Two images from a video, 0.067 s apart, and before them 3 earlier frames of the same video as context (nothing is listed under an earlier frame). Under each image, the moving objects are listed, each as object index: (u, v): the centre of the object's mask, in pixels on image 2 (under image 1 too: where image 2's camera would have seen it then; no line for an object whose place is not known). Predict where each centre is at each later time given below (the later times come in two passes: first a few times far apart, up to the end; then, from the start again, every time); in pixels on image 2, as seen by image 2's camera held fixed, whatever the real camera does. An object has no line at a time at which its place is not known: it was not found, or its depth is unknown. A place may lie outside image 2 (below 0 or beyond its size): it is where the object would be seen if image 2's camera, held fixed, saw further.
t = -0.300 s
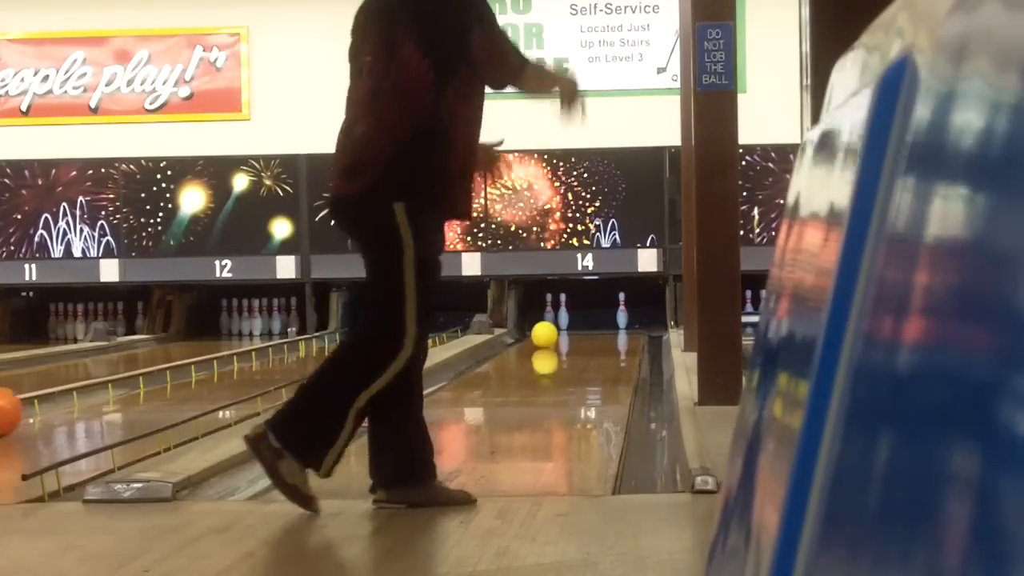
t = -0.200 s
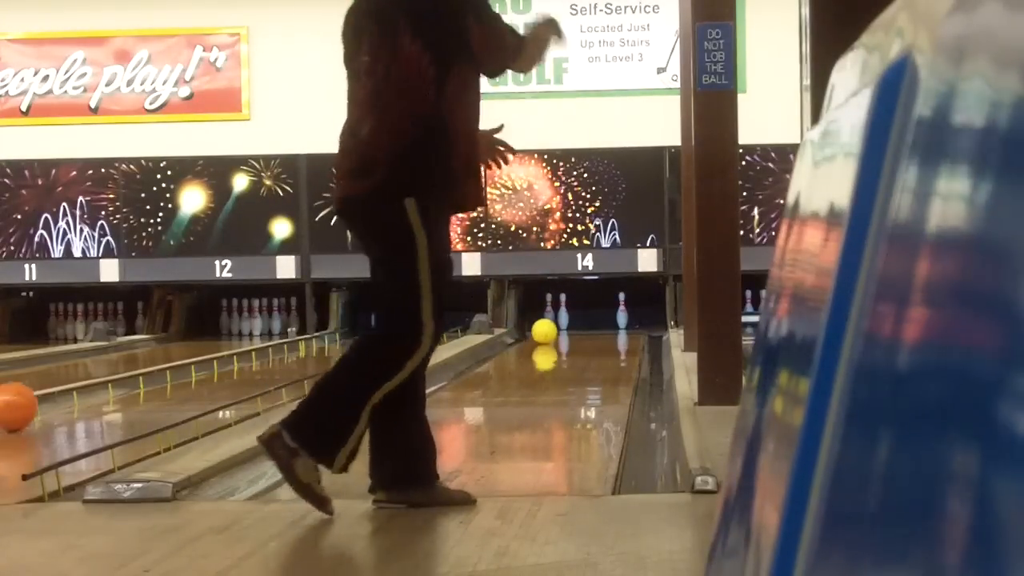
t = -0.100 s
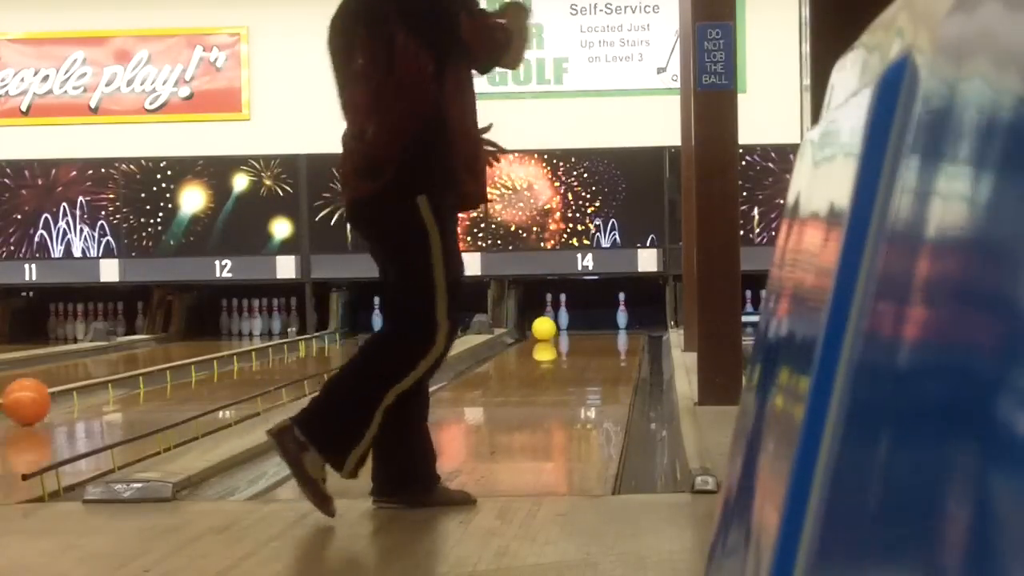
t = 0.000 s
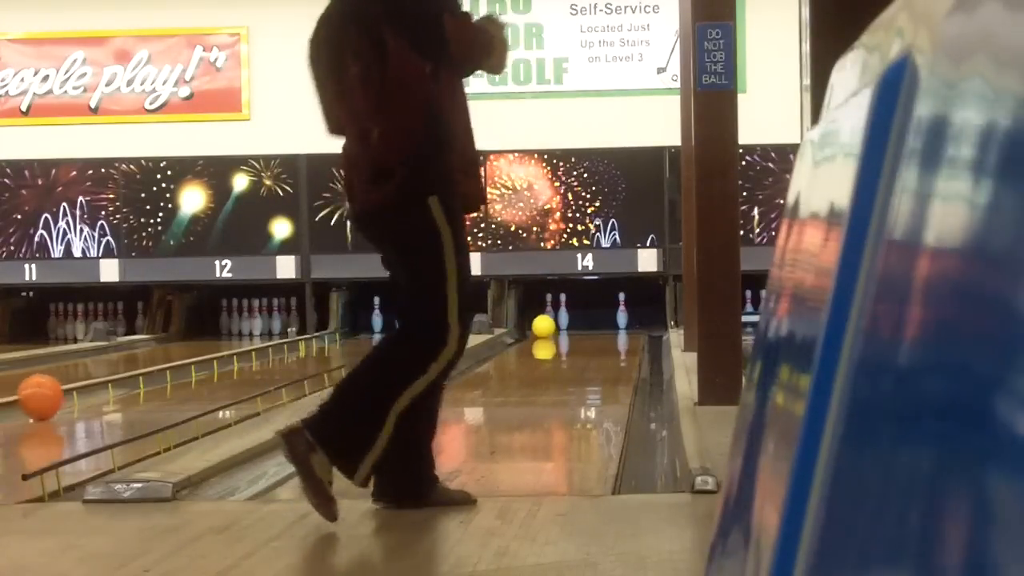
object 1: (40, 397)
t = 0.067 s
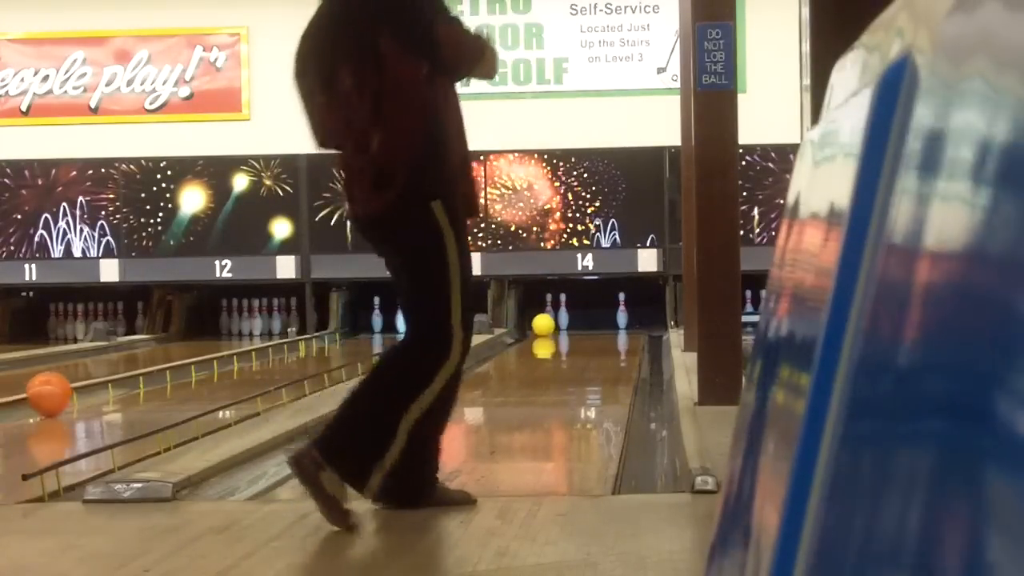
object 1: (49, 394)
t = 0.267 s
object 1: (85, 386)
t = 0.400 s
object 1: (111, 382)
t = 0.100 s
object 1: (54, 393)
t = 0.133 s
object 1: (59, 391)
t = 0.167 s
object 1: (66, 390)
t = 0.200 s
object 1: (73, 389)
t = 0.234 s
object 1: (80, 387)
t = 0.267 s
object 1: (85, 386)
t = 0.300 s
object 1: (92, 385)
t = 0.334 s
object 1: (98, 384)
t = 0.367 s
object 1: (105, 383)
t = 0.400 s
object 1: (111, 382)
